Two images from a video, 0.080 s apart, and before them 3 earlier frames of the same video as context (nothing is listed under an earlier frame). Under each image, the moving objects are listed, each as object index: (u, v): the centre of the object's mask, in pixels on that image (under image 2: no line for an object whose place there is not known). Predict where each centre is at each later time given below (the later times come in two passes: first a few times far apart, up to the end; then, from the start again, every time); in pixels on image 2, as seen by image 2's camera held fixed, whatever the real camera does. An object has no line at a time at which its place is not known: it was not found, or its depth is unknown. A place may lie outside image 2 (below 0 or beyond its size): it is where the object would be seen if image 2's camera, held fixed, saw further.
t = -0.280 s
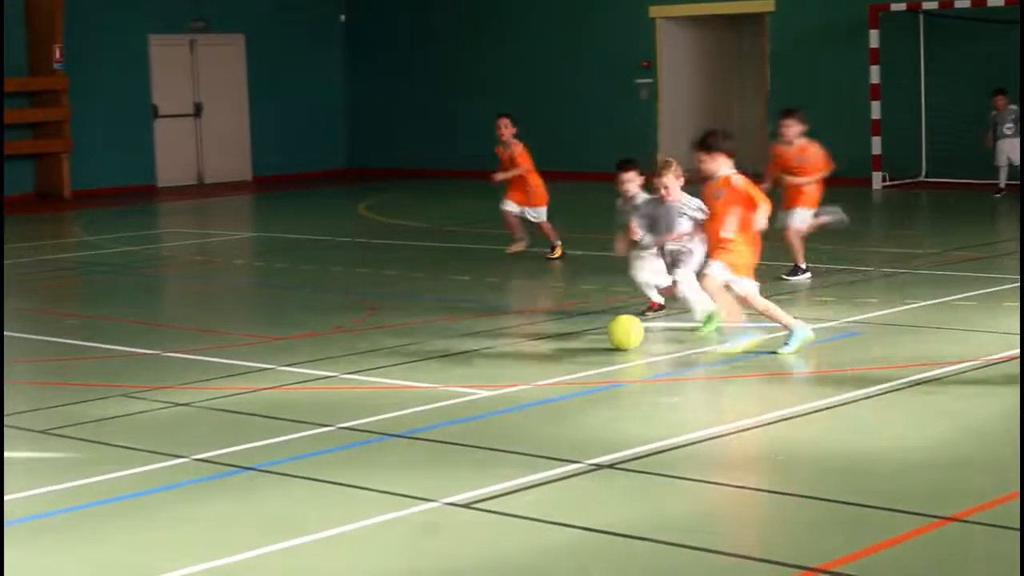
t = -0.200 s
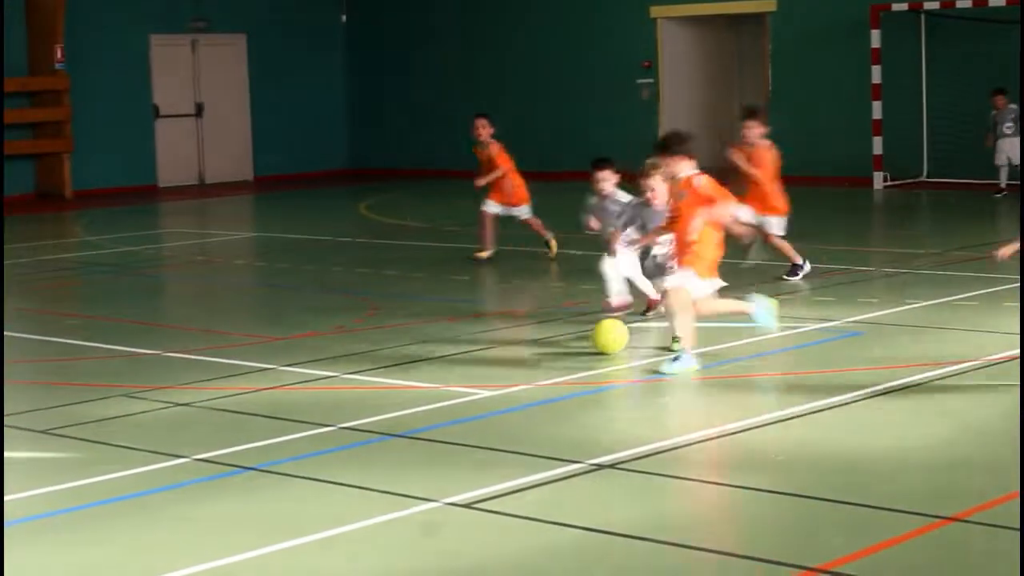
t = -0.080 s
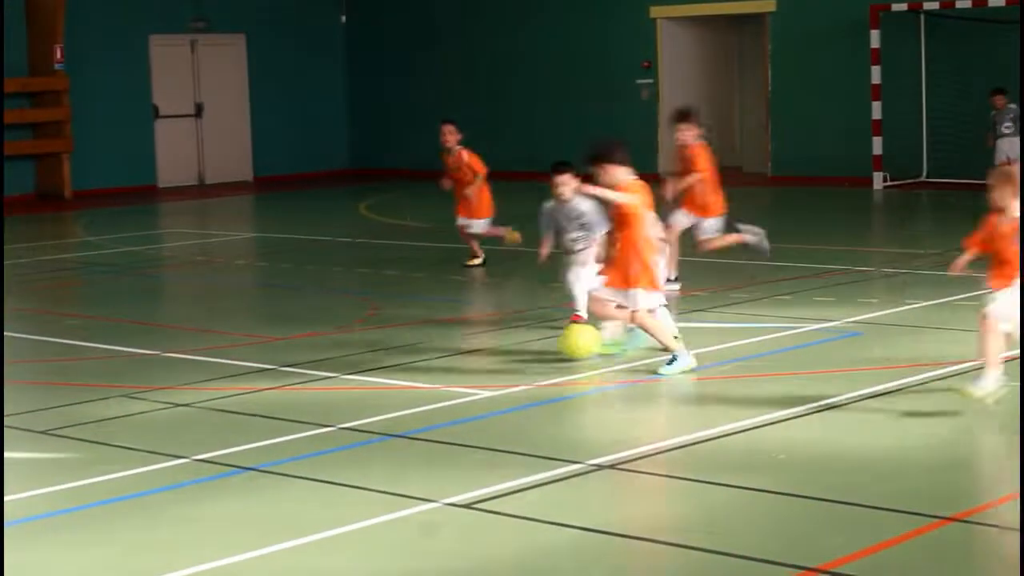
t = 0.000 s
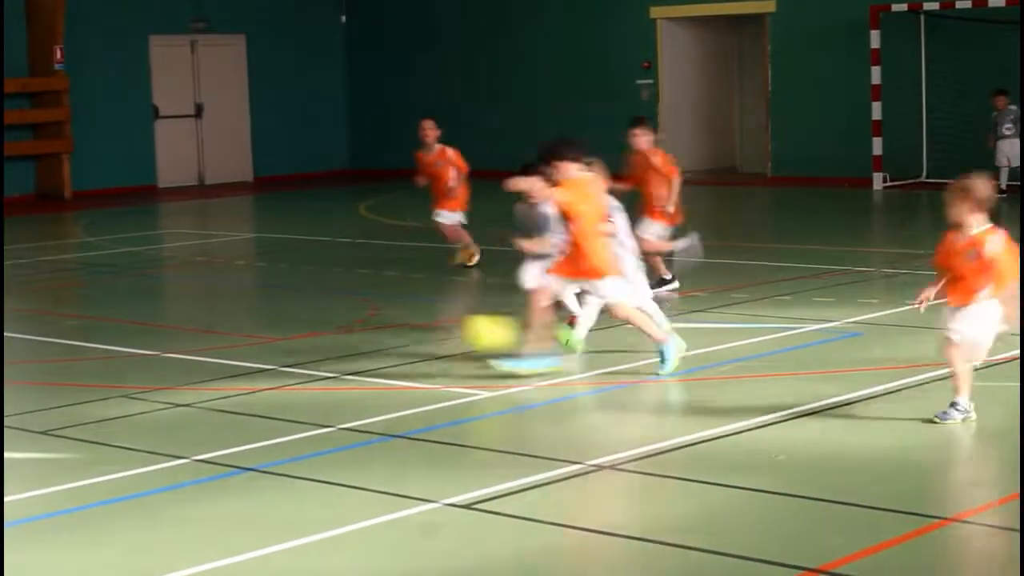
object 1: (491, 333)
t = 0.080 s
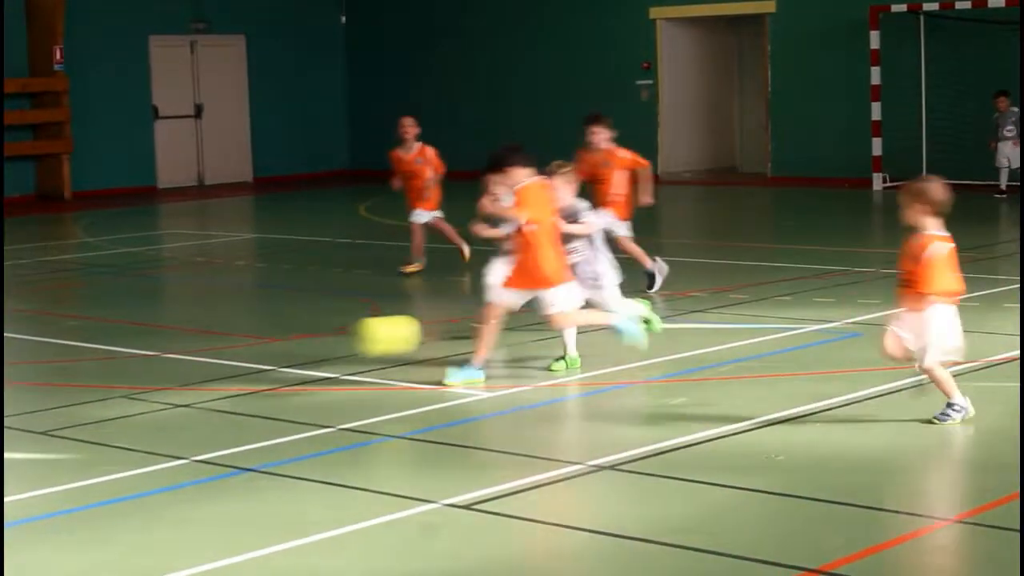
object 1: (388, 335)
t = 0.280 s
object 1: (82, 405)
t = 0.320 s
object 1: (25, 428)
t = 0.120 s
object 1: (332, 341)
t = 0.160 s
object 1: (273, 350)
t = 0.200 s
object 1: (212, 364)
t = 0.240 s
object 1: (148, 382)
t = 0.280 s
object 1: (82, 405)
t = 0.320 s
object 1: (25, 428)
